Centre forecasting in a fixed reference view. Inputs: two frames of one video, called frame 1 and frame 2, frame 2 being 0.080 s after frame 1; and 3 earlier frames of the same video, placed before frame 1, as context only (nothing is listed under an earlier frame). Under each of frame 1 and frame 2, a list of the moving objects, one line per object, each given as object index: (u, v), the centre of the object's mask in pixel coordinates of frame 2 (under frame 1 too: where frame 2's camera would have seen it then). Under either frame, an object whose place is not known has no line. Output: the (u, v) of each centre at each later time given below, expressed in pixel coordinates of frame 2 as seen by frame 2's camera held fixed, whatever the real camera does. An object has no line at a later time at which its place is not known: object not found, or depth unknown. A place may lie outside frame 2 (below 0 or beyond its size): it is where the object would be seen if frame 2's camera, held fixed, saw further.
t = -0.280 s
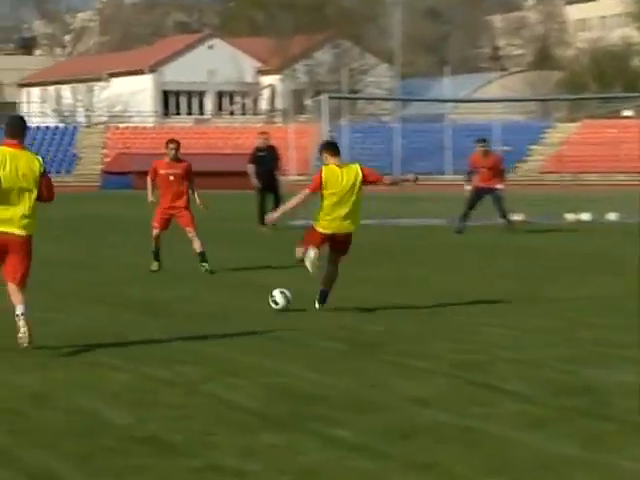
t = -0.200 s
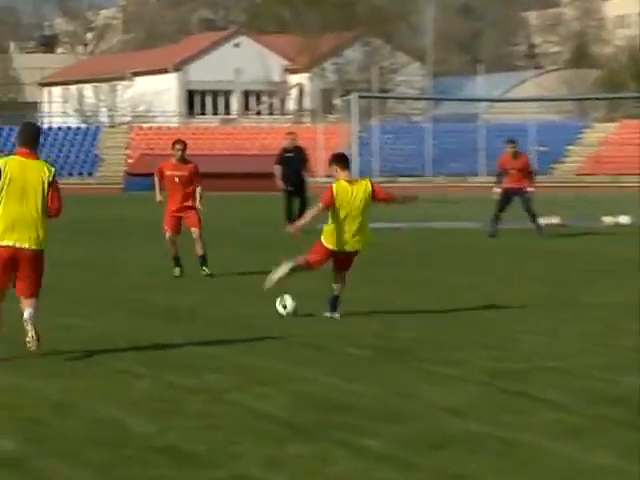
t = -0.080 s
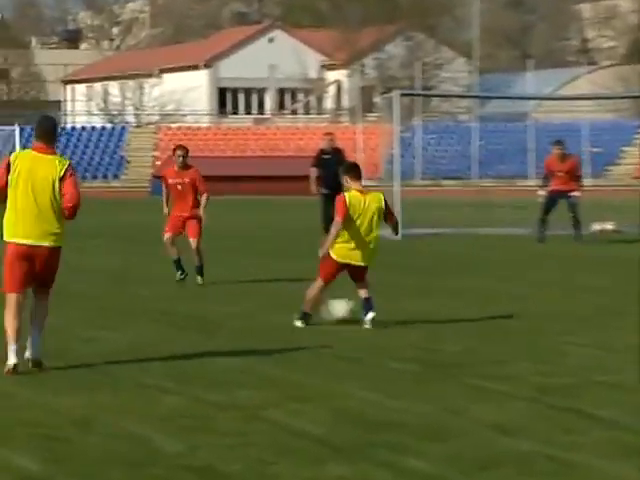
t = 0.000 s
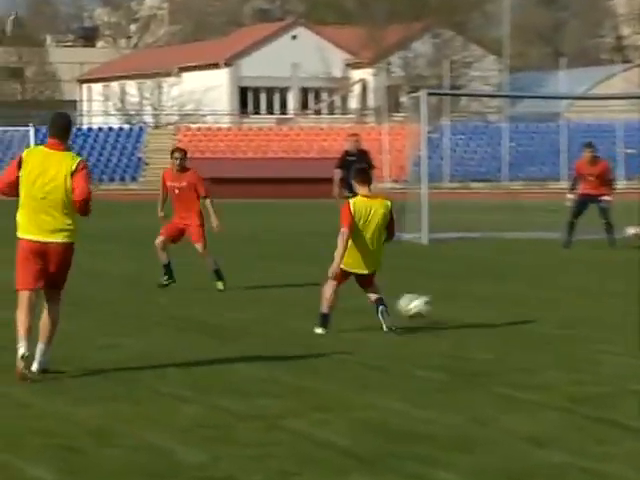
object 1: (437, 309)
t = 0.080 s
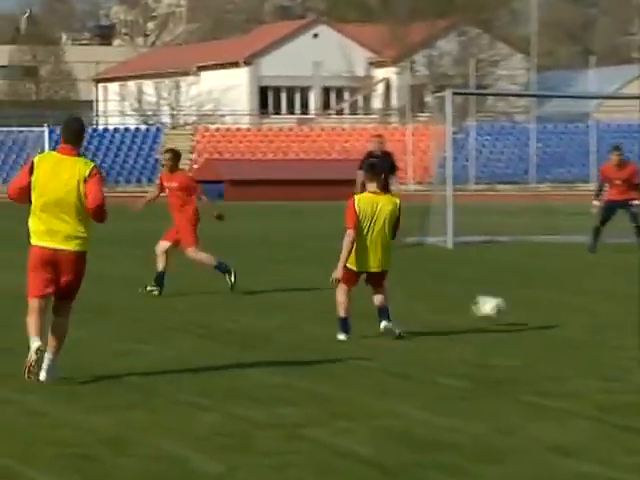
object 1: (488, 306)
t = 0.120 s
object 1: (510, 307)
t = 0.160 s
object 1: (533, 311)
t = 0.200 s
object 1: (550, 309)
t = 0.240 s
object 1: (564, 306)
